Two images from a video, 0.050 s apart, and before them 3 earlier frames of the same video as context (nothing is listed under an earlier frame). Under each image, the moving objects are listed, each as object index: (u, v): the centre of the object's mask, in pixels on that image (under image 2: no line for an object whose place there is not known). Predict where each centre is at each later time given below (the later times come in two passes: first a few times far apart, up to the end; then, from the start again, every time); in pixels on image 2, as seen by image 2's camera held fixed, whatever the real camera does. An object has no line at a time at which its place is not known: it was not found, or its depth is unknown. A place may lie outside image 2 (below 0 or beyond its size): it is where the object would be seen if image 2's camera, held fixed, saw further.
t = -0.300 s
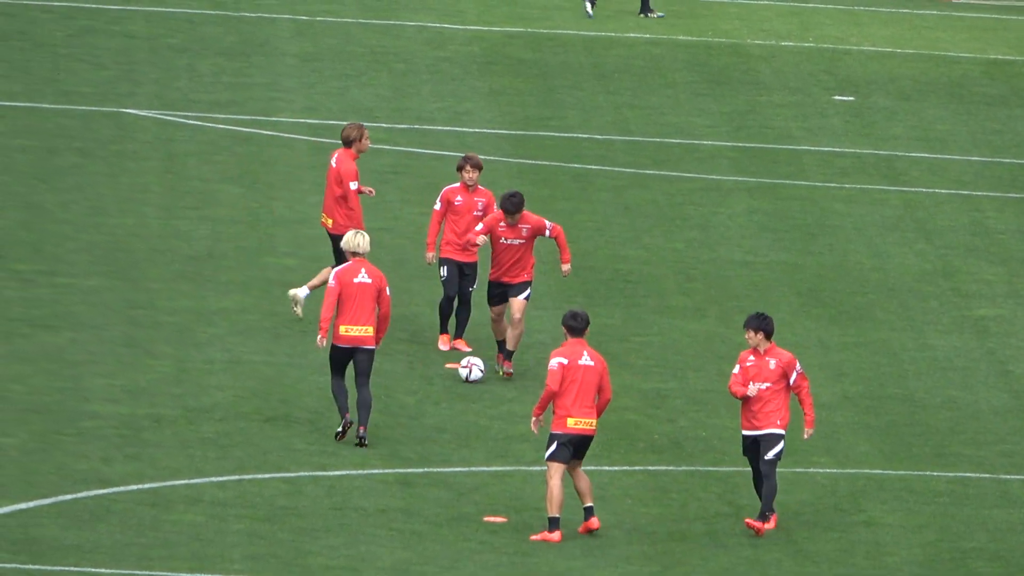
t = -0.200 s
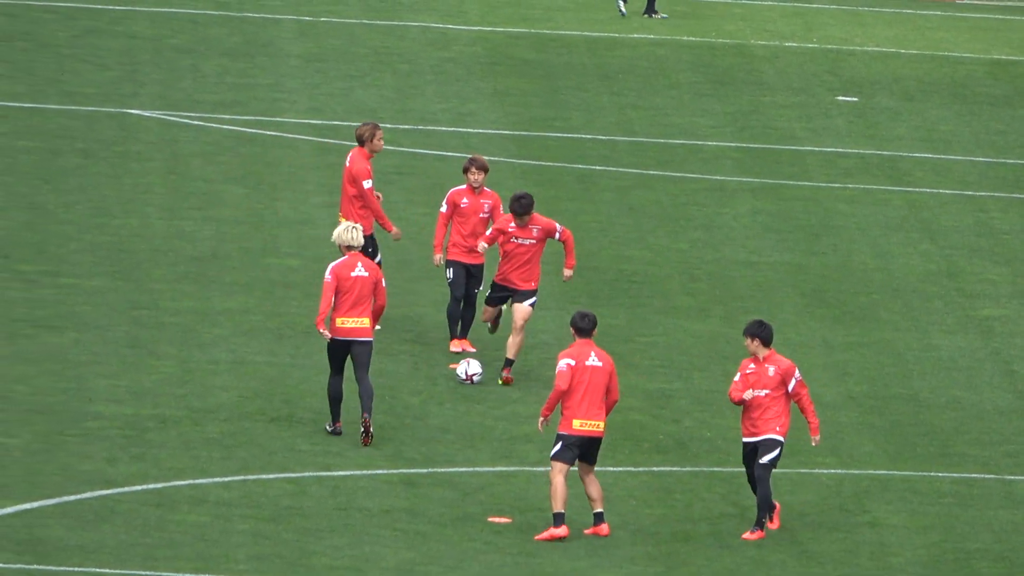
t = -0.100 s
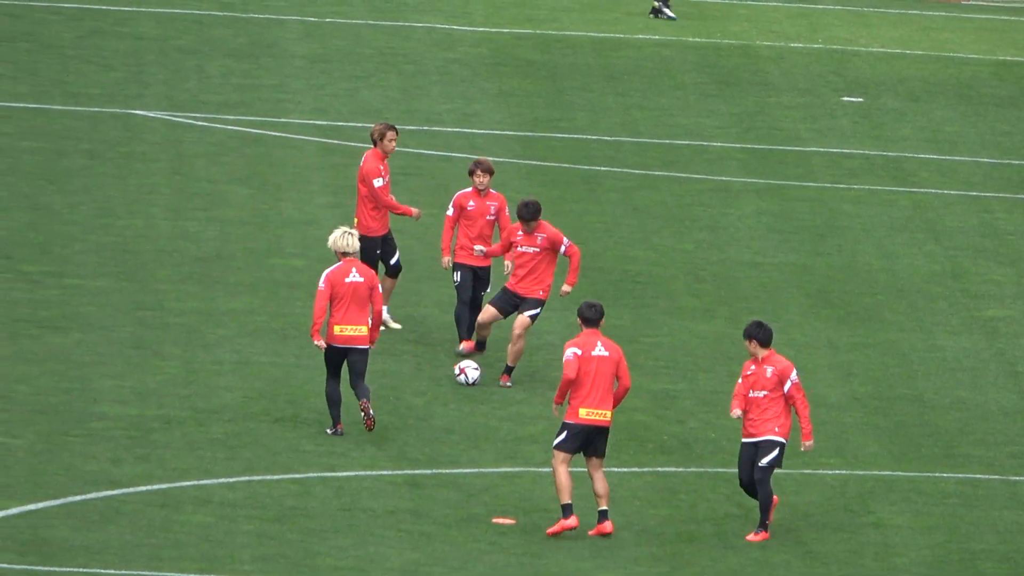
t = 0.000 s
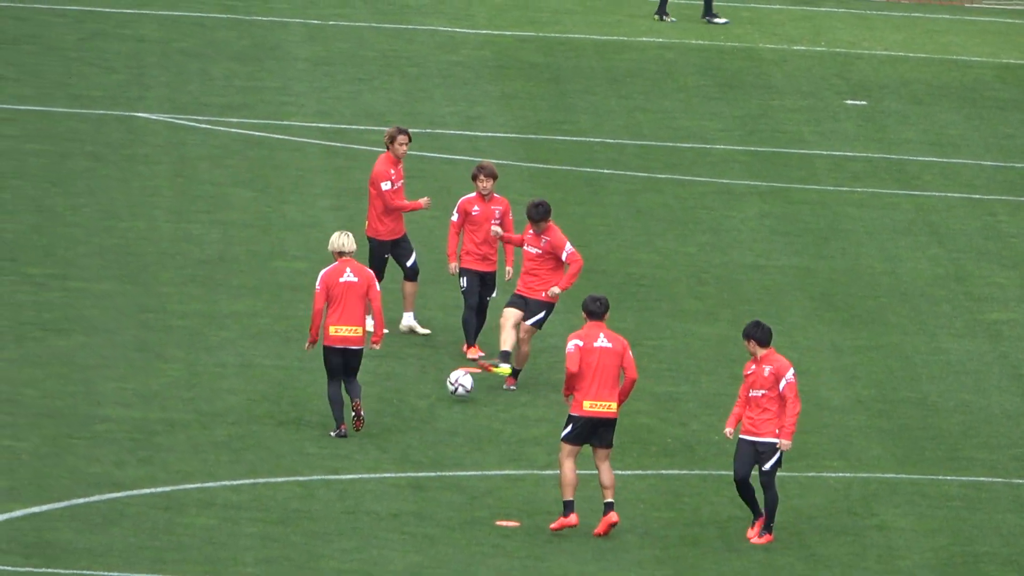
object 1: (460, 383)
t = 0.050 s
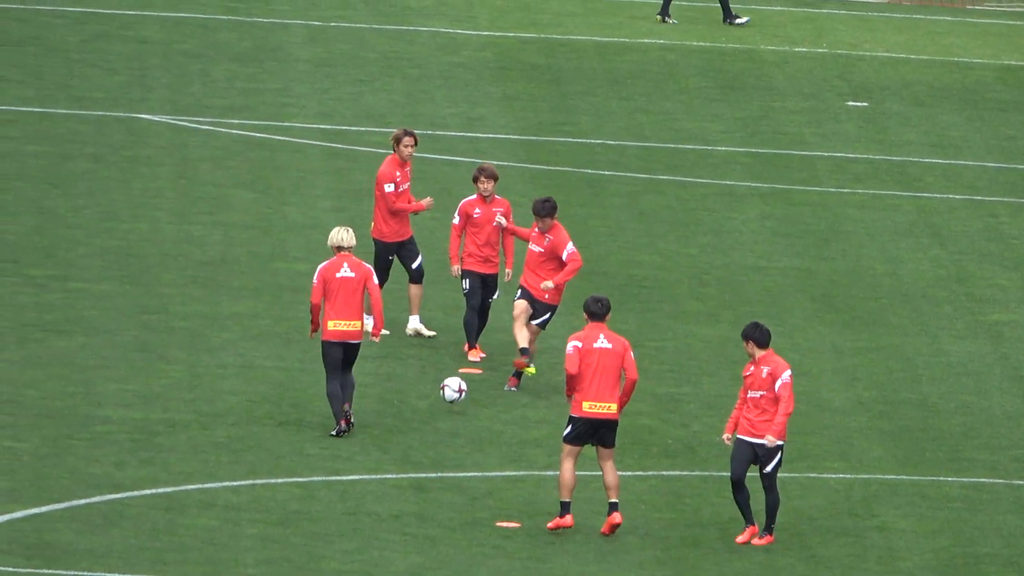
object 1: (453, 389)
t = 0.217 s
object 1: (426, 436)
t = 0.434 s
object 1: (394, 474)
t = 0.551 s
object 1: (380, 489)
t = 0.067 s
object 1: (451, 393)
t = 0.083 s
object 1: (448, 396)
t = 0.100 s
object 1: (446, 400)
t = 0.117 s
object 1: (443, 405)
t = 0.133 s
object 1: (440, 409)
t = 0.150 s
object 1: (438, 415)
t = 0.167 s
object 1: (435, 420)
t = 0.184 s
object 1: (432, 427)
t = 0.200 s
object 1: (429, 433)
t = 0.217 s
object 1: (426, 436)
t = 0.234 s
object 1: (424, 437)
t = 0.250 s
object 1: (422, 437)
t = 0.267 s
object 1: (419, 438)
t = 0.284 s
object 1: (416, 439)
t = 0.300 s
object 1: (414, 441)
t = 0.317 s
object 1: (412, 443)
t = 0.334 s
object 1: (409, 446)
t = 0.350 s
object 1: (407, 450)
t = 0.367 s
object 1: (404, 453)
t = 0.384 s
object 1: (402, 458)
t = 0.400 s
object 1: (399, 463)
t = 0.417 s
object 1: (397, 467)
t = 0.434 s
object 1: (394, 474)
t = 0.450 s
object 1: (392, 480)
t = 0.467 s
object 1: (389, 485)
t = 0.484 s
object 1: (388, 486)
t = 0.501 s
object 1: (386, 486)
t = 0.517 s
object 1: (384, 486)
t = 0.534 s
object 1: (383, 487)
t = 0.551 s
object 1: (380, 489)
